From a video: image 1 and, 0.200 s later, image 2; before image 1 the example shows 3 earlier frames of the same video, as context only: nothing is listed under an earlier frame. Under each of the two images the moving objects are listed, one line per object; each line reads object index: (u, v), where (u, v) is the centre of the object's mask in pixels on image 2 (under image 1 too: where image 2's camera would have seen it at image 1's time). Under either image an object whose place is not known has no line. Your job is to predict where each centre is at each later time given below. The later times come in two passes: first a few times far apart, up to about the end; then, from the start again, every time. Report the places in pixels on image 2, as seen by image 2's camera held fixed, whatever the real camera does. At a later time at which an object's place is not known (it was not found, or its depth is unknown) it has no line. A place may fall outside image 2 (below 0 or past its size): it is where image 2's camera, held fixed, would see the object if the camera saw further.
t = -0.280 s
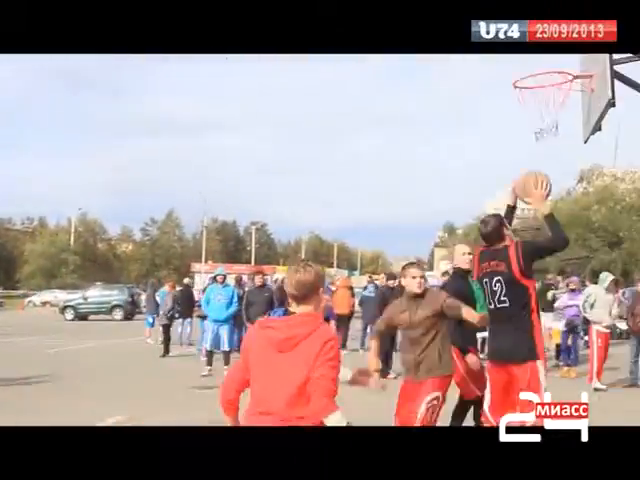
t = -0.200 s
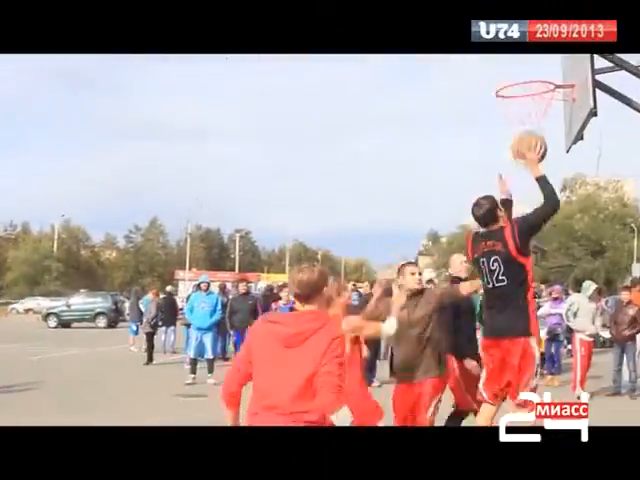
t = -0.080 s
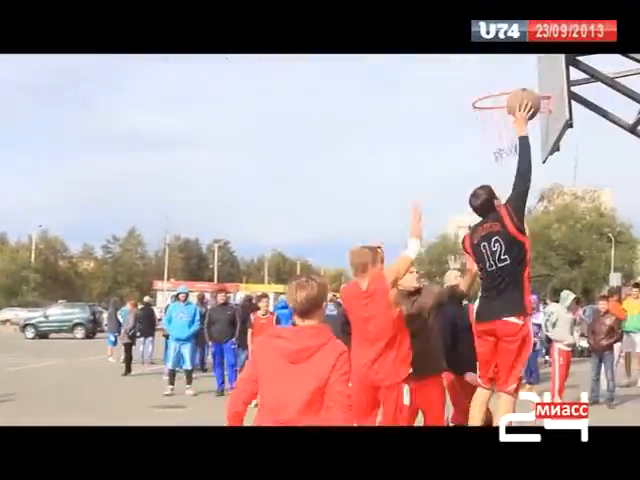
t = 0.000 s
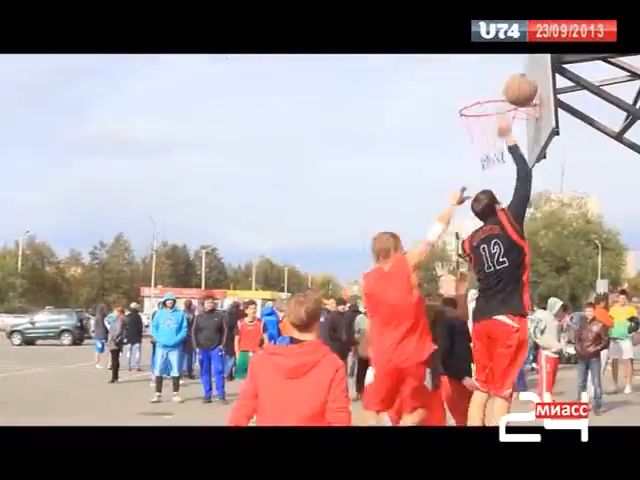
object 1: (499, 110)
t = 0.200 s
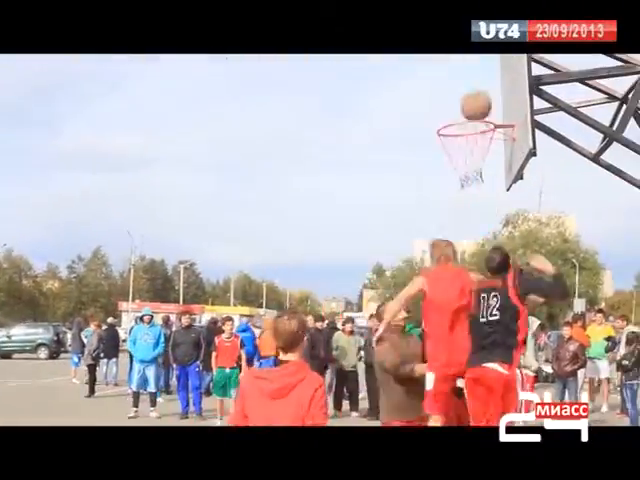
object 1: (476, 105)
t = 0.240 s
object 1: (469, 112)
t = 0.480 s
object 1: (466, 172)
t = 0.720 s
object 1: (485, 255)
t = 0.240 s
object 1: (469, 112)
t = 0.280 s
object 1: (463, 120)
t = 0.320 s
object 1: (456, 130)
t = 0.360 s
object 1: (457, 137)
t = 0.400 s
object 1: (460, 148)
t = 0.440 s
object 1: (464, 159)
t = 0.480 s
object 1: (466, 172)
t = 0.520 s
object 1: (470, 180)
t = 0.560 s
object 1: (473, 191)
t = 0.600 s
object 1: (477, 204)
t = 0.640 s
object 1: (480, 219)
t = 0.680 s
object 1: (484, 236)
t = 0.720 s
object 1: (485, 255)
